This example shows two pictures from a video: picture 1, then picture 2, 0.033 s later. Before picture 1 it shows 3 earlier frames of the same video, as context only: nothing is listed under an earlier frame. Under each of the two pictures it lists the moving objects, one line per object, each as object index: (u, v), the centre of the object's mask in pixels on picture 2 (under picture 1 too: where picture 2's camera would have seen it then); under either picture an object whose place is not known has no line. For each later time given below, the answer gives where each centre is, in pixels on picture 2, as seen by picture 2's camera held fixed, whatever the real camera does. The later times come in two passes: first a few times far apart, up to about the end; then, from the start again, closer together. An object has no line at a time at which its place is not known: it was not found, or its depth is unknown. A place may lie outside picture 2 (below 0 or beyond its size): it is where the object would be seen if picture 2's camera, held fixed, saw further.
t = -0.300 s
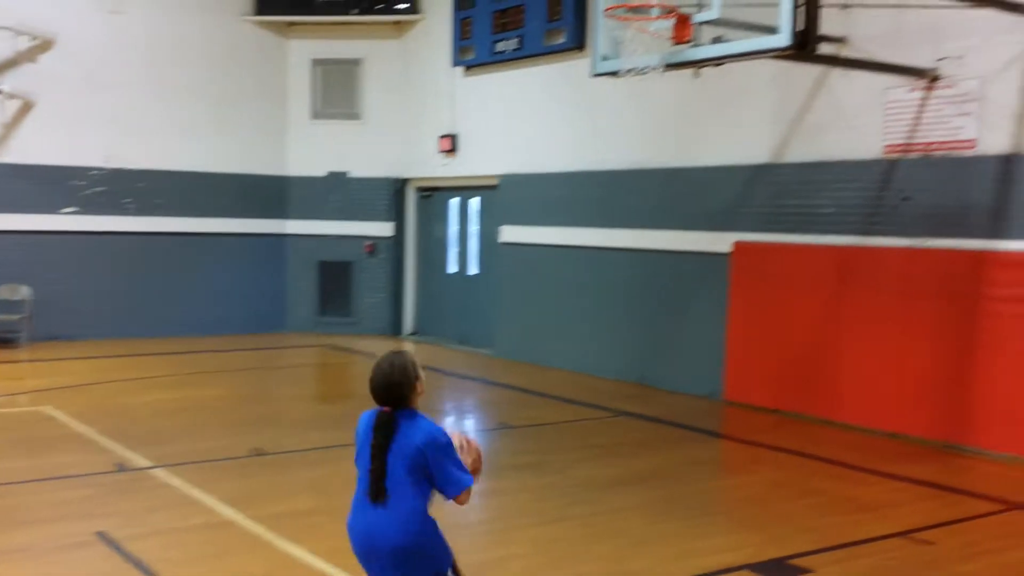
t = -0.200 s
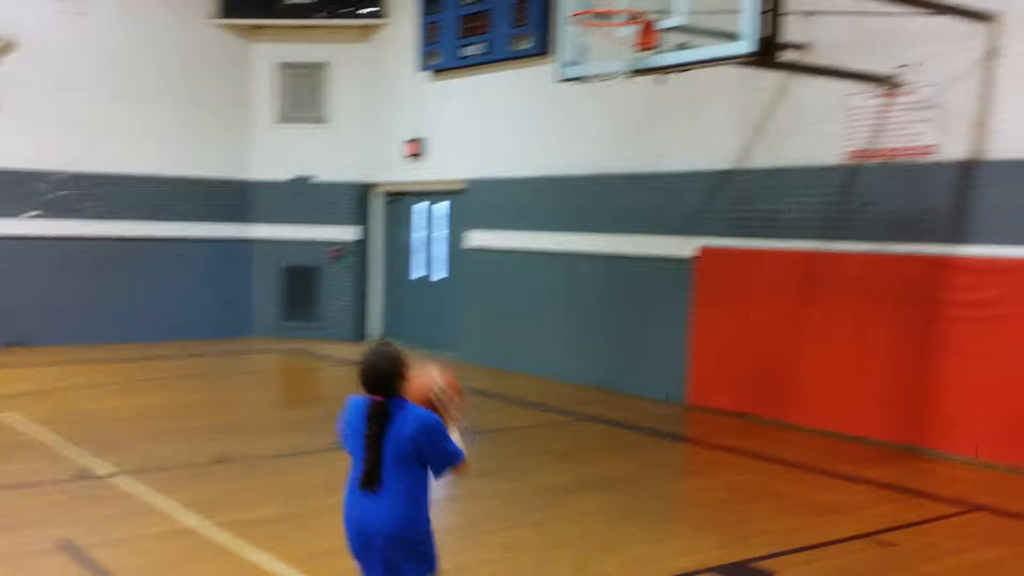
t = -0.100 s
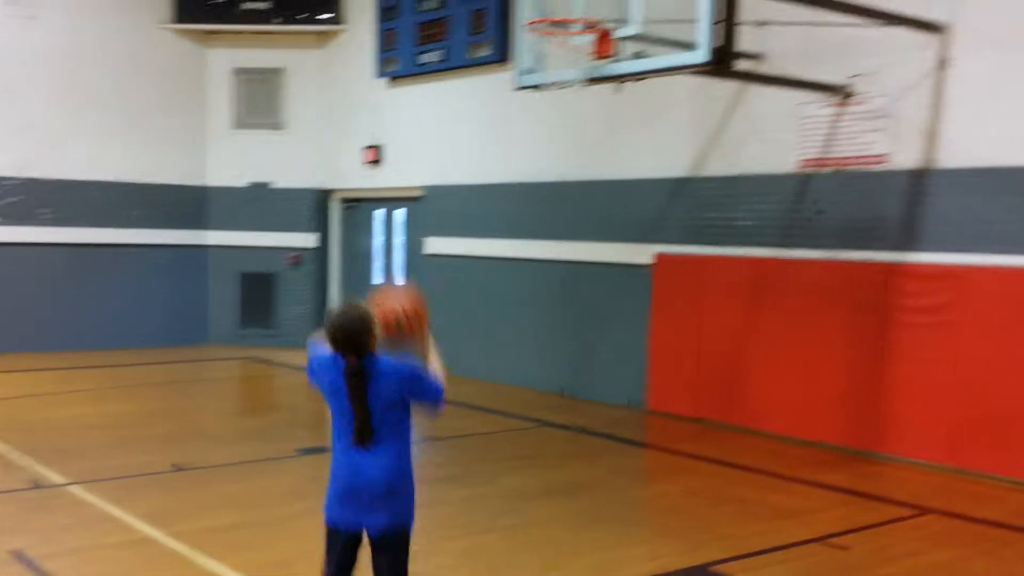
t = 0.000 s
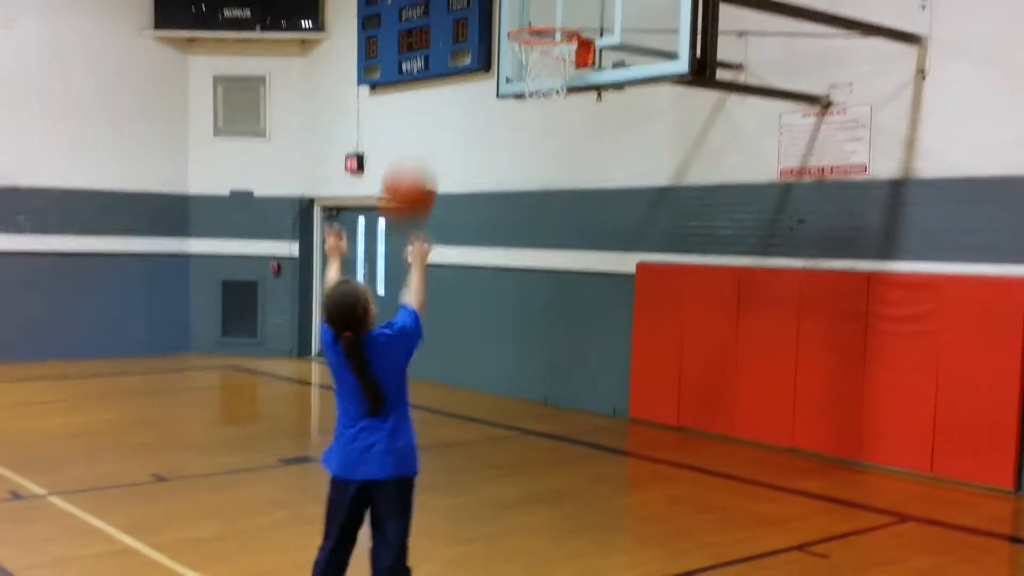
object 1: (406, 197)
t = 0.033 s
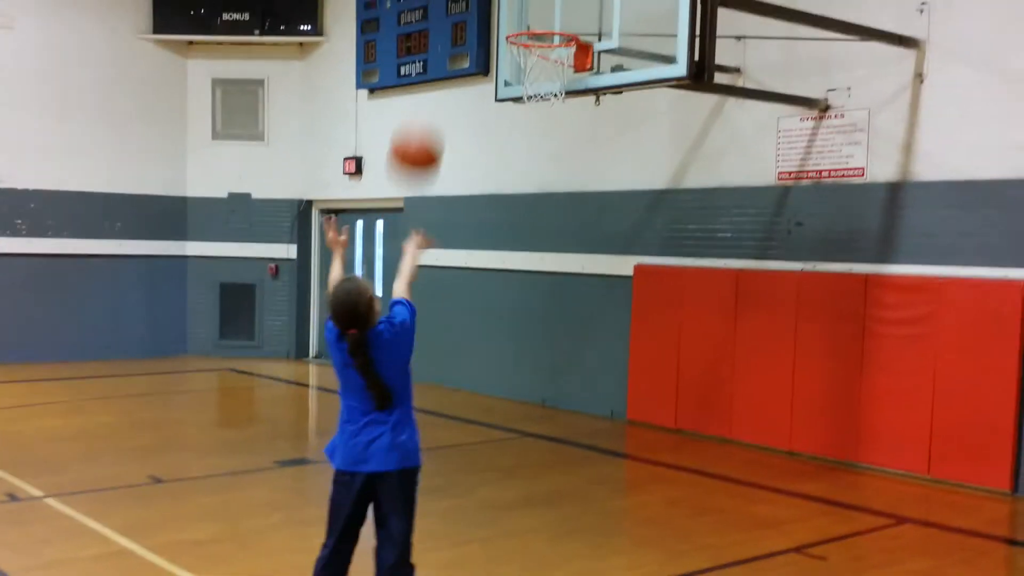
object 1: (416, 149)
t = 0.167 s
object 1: (450, 20)
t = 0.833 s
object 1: (555, 2)
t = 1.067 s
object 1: (526, 78)
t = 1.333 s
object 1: (502, 174)
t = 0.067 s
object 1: (425, 111)
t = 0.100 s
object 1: (434, 76)
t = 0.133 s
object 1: (442, 48)
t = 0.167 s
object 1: (450, 20)
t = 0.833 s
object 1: (555, 2)
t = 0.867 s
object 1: (558, 18)
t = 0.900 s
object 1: (558, 36)
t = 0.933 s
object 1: (550, 46)
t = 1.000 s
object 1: (537, 61)
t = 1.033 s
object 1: (530, 69)
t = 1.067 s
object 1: (526, 78)
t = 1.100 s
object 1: (522, 85)
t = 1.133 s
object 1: (519, 92)
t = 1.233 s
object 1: (510, 124)
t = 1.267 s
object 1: (507, 140)
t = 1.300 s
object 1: (505, 157)
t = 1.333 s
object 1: (502, 174)
